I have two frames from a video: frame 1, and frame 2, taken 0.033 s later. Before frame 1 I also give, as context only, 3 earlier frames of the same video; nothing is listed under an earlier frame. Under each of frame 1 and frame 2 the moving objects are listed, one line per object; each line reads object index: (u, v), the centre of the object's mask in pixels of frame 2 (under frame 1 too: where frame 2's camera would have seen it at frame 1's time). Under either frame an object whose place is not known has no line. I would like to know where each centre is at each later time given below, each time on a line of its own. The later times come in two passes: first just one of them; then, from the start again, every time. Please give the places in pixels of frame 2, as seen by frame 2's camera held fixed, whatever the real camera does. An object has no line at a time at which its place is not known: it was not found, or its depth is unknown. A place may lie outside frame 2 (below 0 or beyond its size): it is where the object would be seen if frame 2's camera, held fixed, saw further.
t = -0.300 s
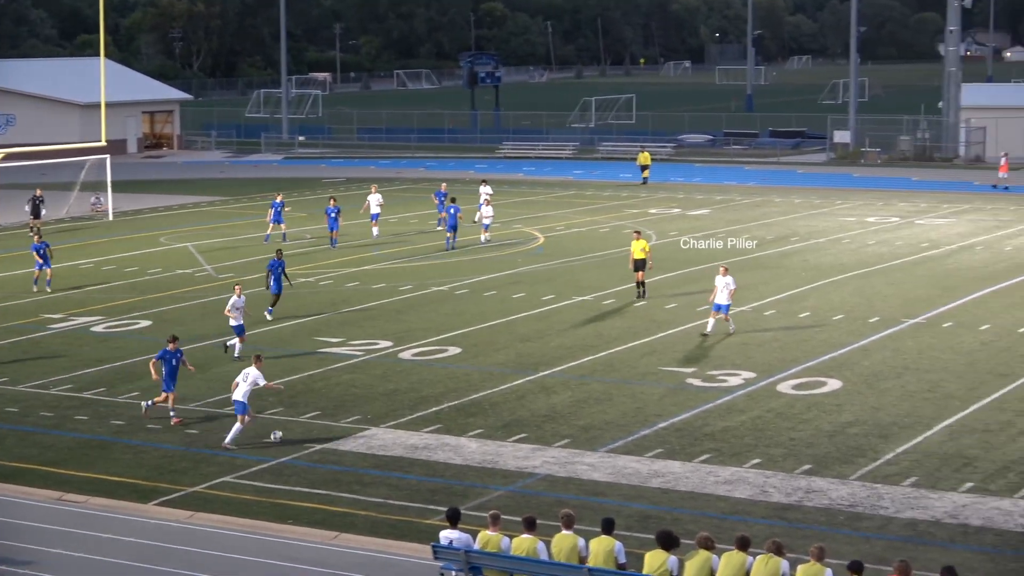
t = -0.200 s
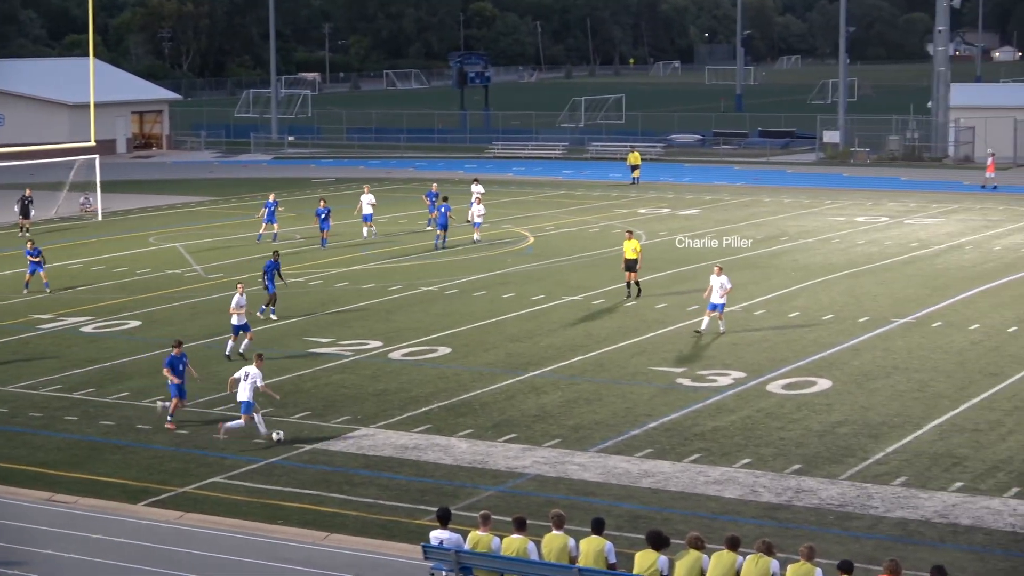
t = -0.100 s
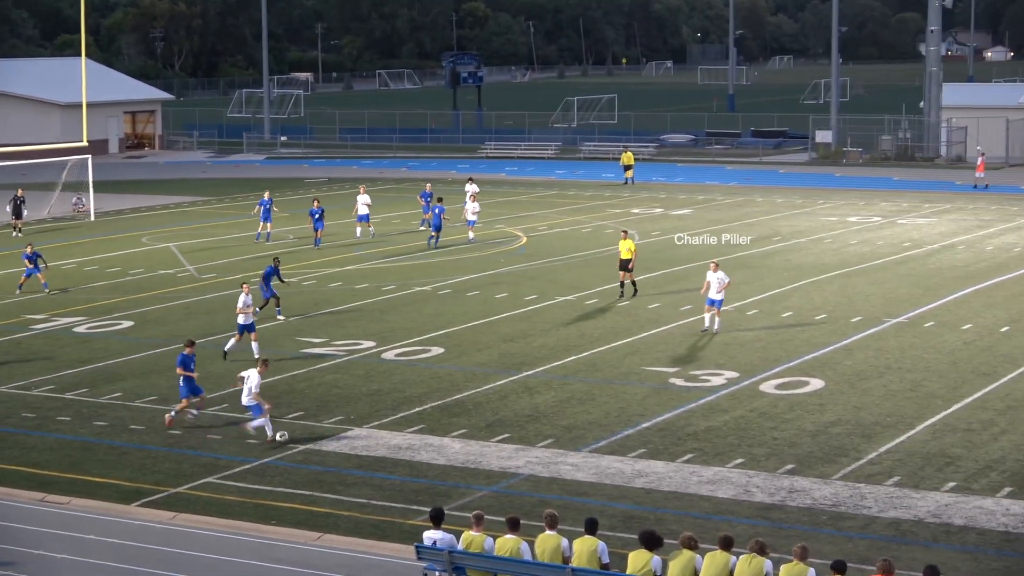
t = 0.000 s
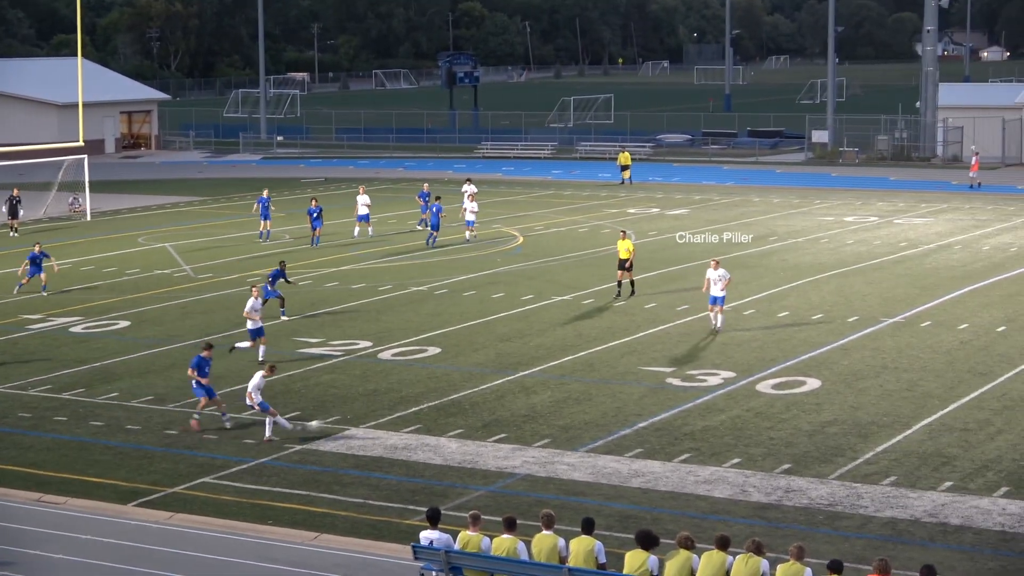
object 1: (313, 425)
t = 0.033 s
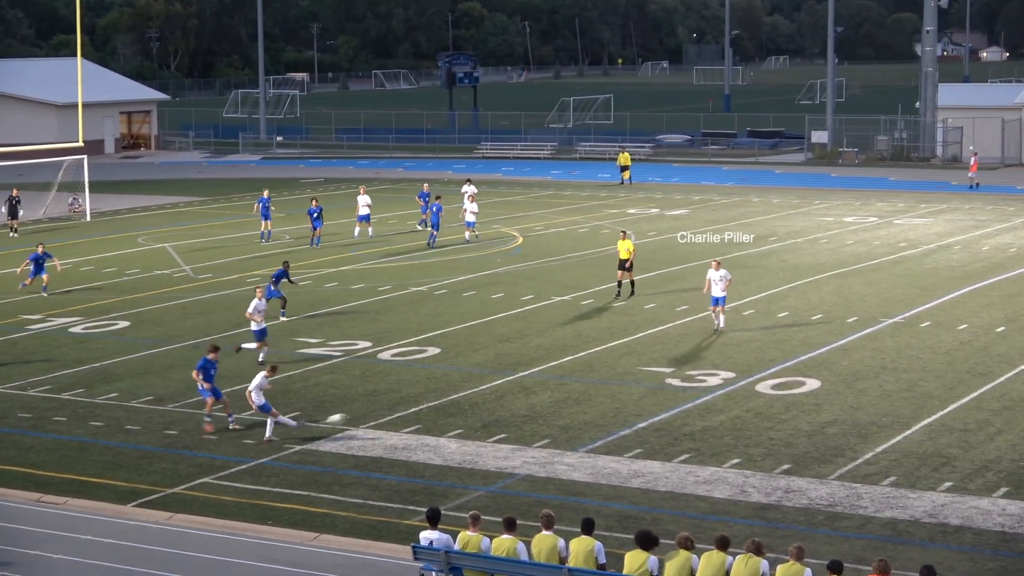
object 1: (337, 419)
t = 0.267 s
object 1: (478, 388)
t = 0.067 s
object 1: (359, 412)
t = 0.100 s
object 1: (381, 407)
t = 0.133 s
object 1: (401, 402)
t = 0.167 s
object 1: (422, 397)
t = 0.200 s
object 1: (440, 394)
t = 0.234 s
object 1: (458, 391)
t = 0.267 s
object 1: (478, 388)
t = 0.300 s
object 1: (493, 387)
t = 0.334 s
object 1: (508, 381)
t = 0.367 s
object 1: (521, 376)
